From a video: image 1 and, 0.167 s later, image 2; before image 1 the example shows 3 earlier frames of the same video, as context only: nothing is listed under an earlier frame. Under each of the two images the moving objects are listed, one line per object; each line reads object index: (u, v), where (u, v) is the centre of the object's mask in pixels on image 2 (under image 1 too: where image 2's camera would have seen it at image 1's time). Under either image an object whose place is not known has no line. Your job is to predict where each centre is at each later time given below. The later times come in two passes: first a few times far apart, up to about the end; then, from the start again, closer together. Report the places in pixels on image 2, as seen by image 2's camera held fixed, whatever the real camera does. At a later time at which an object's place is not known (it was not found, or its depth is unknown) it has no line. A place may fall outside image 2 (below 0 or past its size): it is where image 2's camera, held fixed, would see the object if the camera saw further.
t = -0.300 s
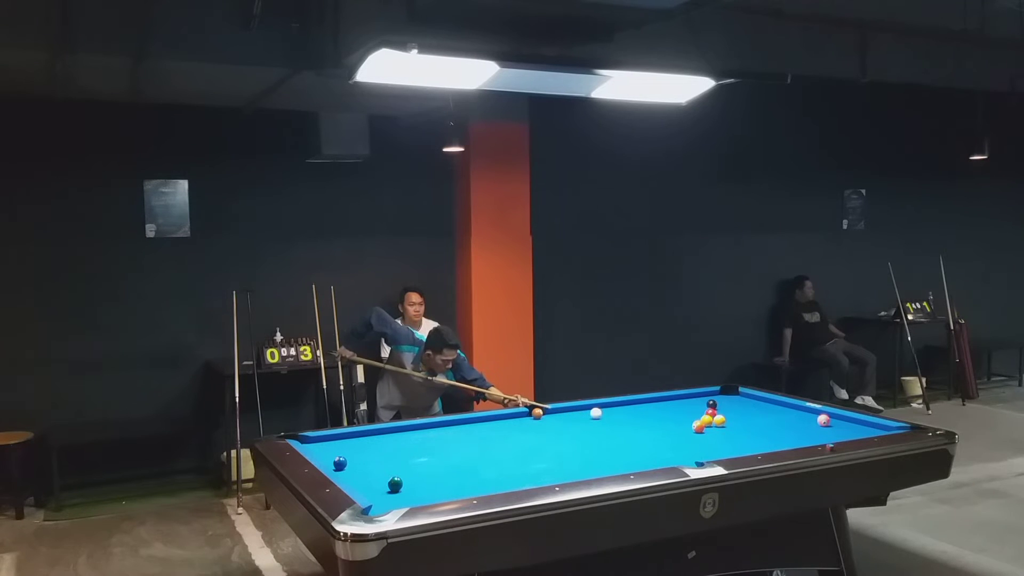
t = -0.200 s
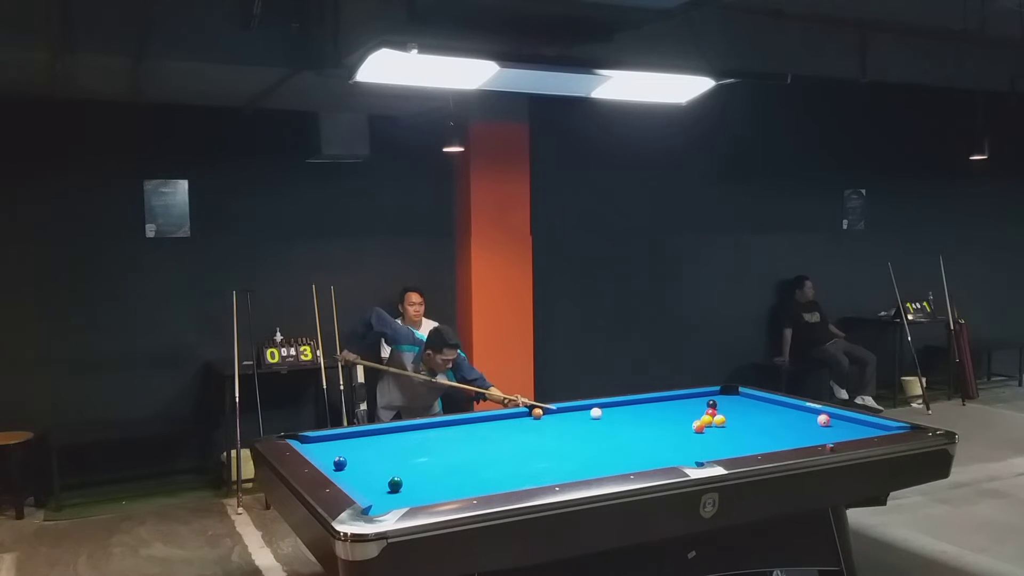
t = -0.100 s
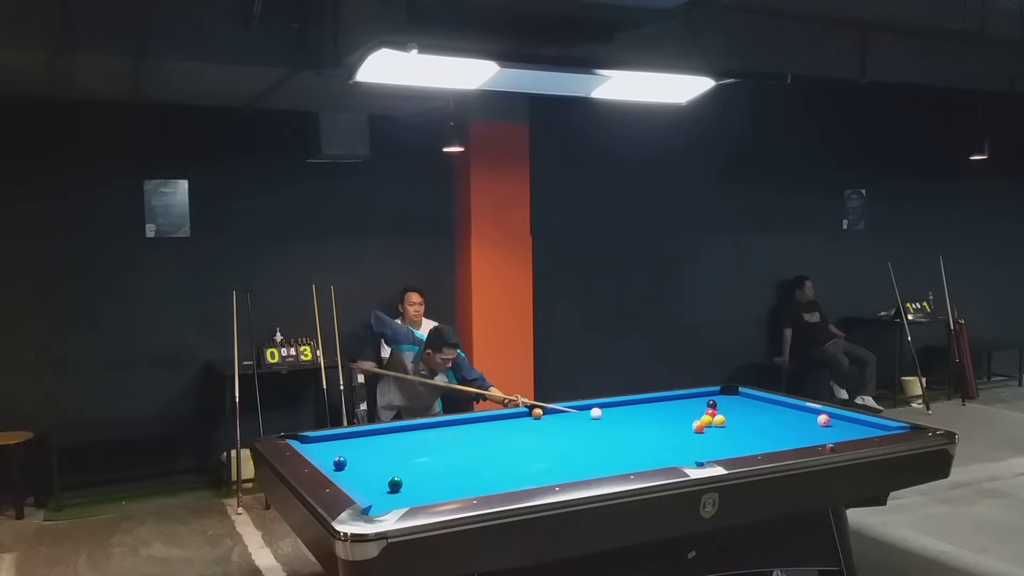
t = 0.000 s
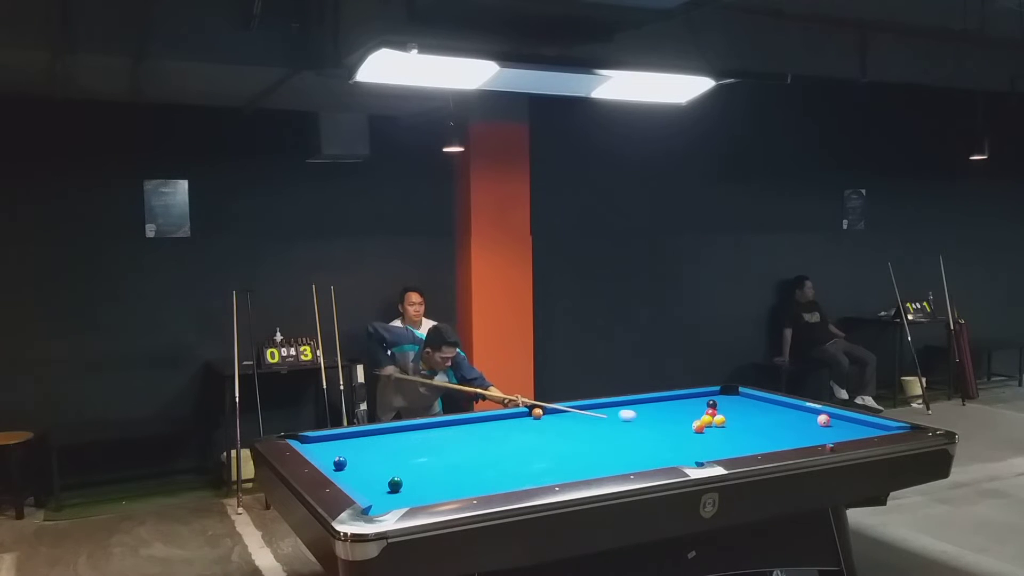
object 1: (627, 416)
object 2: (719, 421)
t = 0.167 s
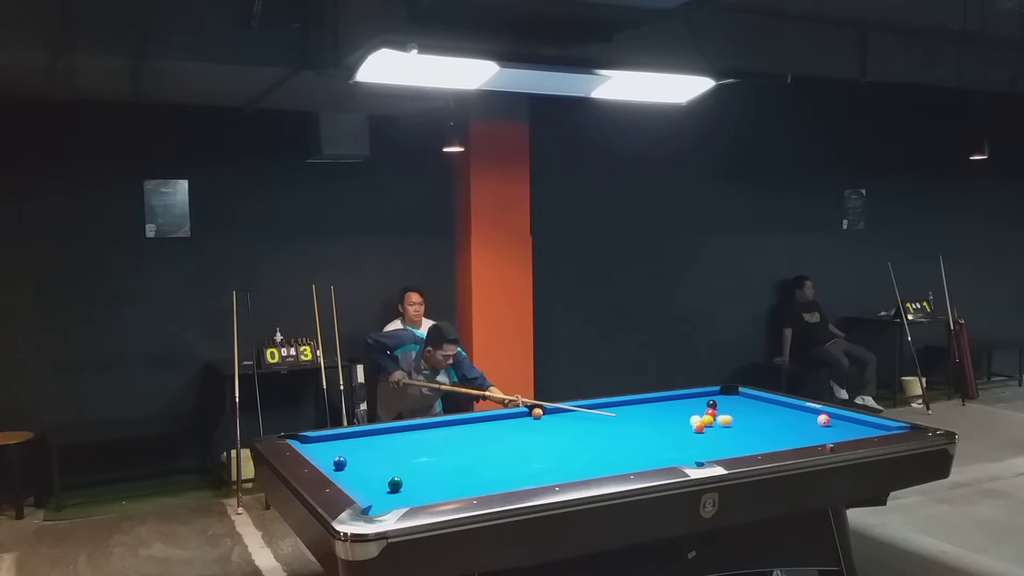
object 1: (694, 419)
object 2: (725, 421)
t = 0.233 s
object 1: (697, 420)
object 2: (748, 420)
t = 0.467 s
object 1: (708, 425)
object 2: (814, 421)
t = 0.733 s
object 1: (716, 427)
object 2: (857, 427)
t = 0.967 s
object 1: (722, 429)
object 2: (892, 429)
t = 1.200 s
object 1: (728, 430)
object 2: (892, 428)
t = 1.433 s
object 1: (733, 431)
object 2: (885, 430)
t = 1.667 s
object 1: (738, 433)
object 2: (878, 430)
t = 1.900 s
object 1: (741, 433)
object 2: (871, 431)
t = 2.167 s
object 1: (744, 434)
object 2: (864, 431)
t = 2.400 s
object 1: (747, 435)
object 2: (859, 432)
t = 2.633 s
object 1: (748, 435)
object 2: (855, 432)
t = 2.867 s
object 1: (748, 435)
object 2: (851, 432)
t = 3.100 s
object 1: (748, 435)
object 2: (849, 432)
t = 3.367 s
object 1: (748, 435)
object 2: (848, 432)
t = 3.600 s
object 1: (748, 435)
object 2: (847, 432)
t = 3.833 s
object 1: (748, 435)
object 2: (847, 432)
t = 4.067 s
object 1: (748, 435)
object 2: (848, 432)
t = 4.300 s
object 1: (748, 435)
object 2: (848, 432)
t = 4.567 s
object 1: (748, 435)
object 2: (848, 432)
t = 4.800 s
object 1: (748, 435)
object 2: (848, 432)
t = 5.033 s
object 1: (748, 435)
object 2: (848, 432)
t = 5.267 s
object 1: (748, 435)
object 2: (848, 432)
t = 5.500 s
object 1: (748, 435)
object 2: (848, 432)
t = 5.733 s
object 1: (748, 435)
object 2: (848, 432)
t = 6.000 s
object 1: (748, 435)
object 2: (847, 432)
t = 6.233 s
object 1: (748, 435)
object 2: (847, 432)
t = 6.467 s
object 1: (748, 435)
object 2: (847, 432)
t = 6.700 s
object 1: (748, 435)
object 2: (848, 432)
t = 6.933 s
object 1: (748, 435)
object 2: (848, 432)
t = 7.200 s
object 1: (748, 435)
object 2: (847, 432)
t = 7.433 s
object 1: (748, 435)
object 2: (847, 432)
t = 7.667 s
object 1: (748, 435)
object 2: (847, 432)
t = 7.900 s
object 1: (748, 435)
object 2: (847, 432)
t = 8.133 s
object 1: (748, 435)
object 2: (847, 432)
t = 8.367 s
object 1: (748, 435)
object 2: (847, 432)
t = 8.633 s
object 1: (748, 435)
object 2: (848, 432)
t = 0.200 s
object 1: (696, 419)
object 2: (737, 420)
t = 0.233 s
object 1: (697, 420)
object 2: (748, 420)
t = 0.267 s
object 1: (699, 420)
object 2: (759, 421)
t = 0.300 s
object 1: (701, 421)
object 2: (769, 421)
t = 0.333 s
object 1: (703, 422)
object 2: (778, 421)
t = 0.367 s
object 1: (704, 422)
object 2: (787, 421)
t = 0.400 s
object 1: (705, 423)
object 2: (796, 421)
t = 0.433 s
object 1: (706, 424)
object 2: (805, 421)
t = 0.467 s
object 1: (708, 425)
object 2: (814, 421)
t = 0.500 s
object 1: (708, 426)
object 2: (819, 422)
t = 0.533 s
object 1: (709, 426)
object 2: (824, 423)
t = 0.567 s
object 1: (710, 426)
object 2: (829, 424)
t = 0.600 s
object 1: (711, 427)
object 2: (835, 424)
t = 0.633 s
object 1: (712, 427)
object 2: (840, 425)
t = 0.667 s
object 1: (714, 427)
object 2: (846, 426)
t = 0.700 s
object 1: (715, 427)
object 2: (851, 426)
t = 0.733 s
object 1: (716, 427)
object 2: (857, 427)
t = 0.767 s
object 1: (716, 428)
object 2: (863, 428)
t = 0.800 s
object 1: (717, 428)
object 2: (868, 428)
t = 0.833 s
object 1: (718, 428)
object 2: (873, 428)
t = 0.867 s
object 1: (719, 428)
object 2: (879, 429)
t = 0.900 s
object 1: (720, 428)
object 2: (884, 429)
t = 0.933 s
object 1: (721, 429)
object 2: (890, 429)
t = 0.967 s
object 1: (722, 429)
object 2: (892, 429)
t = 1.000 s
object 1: (723, 429)
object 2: (893, 428)
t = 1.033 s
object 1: (724, 429)
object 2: (893, 428)
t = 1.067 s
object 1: (725, 429)
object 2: (894, 427)
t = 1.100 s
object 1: (726, 430)
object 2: (894, 427)
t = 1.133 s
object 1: (726, 430)
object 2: (893, 428)
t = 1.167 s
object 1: (727, 430)
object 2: (892, 428)
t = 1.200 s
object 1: (728, 430)
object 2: (892, 428)
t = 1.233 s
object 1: (729, 430)
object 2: (891, 428)
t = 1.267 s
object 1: (730, 430)
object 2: (890, 428)
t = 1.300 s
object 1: (730, 431)
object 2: (890, 429)
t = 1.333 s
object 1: (731, 431)
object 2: (889, 429)
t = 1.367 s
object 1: (732, 431)
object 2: (888, 429)
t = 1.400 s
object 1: (732, 431)
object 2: (887, 429)
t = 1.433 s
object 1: (733, 431)
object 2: (885, 430)
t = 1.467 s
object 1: (734, 432)
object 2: (884, 430)
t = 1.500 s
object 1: (735, 432)
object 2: (883, 430)
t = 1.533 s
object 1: (735, 432)
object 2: (882, 430)
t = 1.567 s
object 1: (736, 432)
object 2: (881, 430)
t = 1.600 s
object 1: (736, 432)
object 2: (880, 430)
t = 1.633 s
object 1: (737, 433)
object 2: (879, 430)
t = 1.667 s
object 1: (738, 433)
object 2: (878, 430)
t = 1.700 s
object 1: (738, 433)
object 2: (877, 430)
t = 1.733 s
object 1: (739, 433)
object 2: (876, 430)
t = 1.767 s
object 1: (739, 433)
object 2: (875, 430)
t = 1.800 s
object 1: (740, 433)
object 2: (874, 431)
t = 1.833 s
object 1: (740, 433)
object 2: (873, 431)
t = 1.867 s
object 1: (741, 433)
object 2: (872, 431)
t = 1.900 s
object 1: (741, 433)
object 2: (871, 431)
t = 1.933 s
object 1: (742, 434)
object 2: (870, 431)
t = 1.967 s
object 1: (742, 434)
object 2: (869, 431)
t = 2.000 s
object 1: (743, 434)
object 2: (869, 431)
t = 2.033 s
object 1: (743, 434)
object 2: (868, 431)
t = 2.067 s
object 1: (743, 434)
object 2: (867, 431)
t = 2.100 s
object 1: (744, 434)
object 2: (866, 431)
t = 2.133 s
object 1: (744, 434)
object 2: (865, 431)
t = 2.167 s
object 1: (744, 434)
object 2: (864, 431)
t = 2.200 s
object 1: (745, 435)
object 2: (864, 431)
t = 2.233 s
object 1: (745, 435)
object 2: (863, 431)
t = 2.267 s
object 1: (746, 435)
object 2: (862, 431)
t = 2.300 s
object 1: (746, 435)
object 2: (861, 431)
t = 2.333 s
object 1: (747, 435)
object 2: (860, 432)
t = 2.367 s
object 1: (747, 435)
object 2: (860, 432)
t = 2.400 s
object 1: (747, 435)
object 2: (859, 432)
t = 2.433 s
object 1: (747, 435)
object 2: (858, 432)
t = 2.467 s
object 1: (748, 435)
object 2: (858, 432)
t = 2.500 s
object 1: (748, 435)
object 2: (857, 432)
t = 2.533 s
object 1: (748, 435)
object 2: (857, 432)
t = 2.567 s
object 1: (748, 435)
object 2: (856, 432)
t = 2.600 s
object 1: (748, 435)
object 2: (855, 432)
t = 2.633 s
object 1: (748, 435)
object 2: (855, 432)
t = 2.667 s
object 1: (748, 435)
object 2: (854, 432)
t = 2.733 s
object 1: (748, 435)
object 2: (853, 432)
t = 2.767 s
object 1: (748, 435)
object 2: (853, 432)
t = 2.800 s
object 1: (748, 435)
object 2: (852, 432)
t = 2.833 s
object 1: (748, 435)
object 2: (852, 432)
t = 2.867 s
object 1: (748, 435)
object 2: (851, 432)
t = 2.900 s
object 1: (748, 435)
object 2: (851, 432)
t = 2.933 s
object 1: (748, 435)
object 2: (851, 432)
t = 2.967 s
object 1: (748, 435)
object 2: (850, 432)
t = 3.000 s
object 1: (748, 435)
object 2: (850, 432)
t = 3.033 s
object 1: (748, 435)
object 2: (850, 432)
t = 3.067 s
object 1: (748, 435)
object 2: (849, 432)
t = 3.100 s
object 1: (748, 435)
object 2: (849, 432)
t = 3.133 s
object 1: (748, 435)
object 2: (849, 432)
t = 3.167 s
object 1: (748, 435)
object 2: (849, 432)
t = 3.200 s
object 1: (748, 435)
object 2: (848, 432)
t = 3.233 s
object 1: (748, 435)
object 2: (848, 432)
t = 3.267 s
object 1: (748, 435)
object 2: (848, 432)
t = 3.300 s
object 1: (748, 435)
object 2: (848, 432)
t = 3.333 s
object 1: (748, 435)
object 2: (848, 432)
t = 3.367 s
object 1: (748, 435)
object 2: (848, 432)
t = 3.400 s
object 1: (748, 435)
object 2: (848, 432)
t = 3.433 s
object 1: (748, 435)
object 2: (847, 432)
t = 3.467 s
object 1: (748, 435)
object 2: (847, 432)
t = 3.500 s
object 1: (748, 435)
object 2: (847, 432)
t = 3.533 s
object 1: (748, 435)
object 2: (847, 432)
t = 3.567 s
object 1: (747, 435)
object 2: (847, 432)
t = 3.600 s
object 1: (748, 435)
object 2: (847, 432)
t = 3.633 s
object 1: (748, 435)
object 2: (847, 432)
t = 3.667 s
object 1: (748, 435)
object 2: (847, 432)
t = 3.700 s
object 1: (748, 435)
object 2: (847, 432)
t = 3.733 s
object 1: (748, 435)
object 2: (847, 432)
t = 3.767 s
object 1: (748, 435)
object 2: (847, 432)
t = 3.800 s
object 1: (748, 435)
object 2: (847, 432)
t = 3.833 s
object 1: (748, 435)
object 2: (847, 432)
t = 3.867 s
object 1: (748, 435)
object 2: (847, 432)
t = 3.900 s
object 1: (747, 435)
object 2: (847, 432)
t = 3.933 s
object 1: (747, 435)
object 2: (847, 432)
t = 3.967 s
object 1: (747, 435)
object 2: (847, 432)
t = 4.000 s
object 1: (748, 435)
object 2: (847, 432)
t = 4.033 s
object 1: (748, 435)
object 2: (848, 432)
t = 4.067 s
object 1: (748, 435)
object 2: (848, 432)
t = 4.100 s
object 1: (748, 435)
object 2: (848, 432)
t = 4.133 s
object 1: (748, 435)
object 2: (848, 432)
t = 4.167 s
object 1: (748, 435)
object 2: (848, 432)
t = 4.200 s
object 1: (748, 435)
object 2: (848, 432)
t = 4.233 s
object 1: (748, 435)
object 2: (848, 432)
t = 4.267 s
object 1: (748, 435)
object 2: (848, 432)
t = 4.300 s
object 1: (748, 435)
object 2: (848, 432)
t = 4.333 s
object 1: (748, 435)
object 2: (848, 432)
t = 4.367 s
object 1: (748, 435)
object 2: (848, 432)
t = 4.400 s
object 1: (748, 435)
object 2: (848, 432)
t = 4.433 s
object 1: (748, 435)
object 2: (848, 432)
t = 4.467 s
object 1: (748, 435)
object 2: (848, 432)
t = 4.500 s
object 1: (748, 435)
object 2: (848, 432)
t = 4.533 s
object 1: (748, 435)
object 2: (848, 432)
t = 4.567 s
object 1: (748, 435)
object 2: (848, 432)
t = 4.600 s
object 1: (748, 435)
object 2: (848, 432)
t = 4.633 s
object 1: (748, 435)
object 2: (848, 432)
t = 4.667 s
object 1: (748, 435)
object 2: (848, 432)
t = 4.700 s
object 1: (748, 435)
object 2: (848, 432)
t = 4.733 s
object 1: (748, 435)
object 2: (848, 432)
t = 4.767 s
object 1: (748, 435)
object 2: (848, 432)
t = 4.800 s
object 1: (748, 435)
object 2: (848, 432)
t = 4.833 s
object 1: (748, 435)
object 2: (848, 432)
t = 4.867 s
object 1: (748, 435)
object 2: (848, 432)
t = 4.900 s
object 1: (748, 435)
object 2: (848, 432)
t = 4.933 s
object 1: (748, 435)
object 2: (848, 432)
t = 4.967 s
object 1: (748, 435)
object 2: (848, 432)
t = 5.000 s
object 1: (748, 435)
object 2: (848, 432)
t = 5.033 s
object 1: (748, 435)
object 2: (848, 432)
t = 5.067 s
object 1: (748, 435)
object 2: (848, 432)
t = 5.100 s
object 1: (748, 435)
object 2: (848, 432)
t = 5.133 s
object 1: (748, 435)
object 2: (848, 432)
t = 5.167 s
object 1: (748, 435)
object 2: (848, 432)
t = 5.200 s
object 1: (748, 435)
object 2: (848, 432)
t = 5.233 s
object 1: (748, 435)
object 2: (848, 432)
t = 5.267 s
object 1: (748, 435)
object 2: (848, 432)
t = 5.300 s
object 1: (748, 435)
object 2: (848, 432)
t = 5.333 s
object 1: (748, 435)
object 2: (848, 432)
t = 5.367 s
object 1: (748, 435)
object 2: (847, 432)
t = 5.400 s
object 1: (748, 435)
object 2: (847, 432)
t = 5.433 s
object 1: (748, 435)
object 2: (847, 432)
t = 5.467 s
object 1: (748, 435)
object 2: (847, 432)
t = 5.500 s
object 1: (748, 435)
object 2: (848, 432)
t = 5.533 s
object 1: (748, 435)
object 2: (847, 432)
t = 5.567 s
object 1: (748, 435)
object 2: (848, 432)
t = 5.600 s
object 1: (748, 435)
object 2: (847, 432)
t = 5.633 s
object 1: (748, 435)
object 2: (847, 432)
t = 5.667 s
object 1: (748, 435)
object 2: (847, 432)
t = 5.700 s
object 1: (748, 435)
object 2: (847, 432)
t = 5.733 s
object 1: (748, 435)
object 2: (848, 432)
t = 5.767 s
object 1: (748, 435)
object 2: (848, 432)
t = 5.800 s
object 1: (748, 435)
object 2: (848, 432)
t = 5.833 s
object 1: (748, 435)
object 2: (847, 432)
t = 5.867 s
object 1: (748, 435)
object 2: (847, 432)
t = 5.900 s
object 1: (748, 435)
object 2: (848, 432)
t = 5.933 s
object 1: (748, 435)
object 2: (848, 432)
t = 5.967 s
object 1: (748, 435)
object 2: (847, 432)
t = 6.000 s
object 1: (748, 435)
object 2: (847, 432)
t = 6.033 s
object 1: (748, 435)
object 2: (847, 432)
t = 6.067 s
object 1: (748, 435)
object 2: (847, 432)
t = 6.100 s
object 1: (748, 435)
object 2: (847, 432)
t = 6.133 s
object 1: (748, 435)
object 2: (847, 432)
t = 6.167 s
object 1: (748, 435)
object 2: (847, 432)
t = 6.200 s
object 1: (748, 435)
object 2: (847, 432)
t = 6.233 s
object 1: (748, 435)
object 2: (847, 432)
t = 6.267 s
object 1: (748, 435)
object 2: (847, 432)
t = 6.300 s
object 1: (748, 435)
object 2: (847, 432)
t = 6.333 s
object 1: (748, 435)
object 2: (847, 432)
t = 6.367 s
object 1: (748, 435)
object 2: (847, 432)
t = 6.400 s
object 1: (748, 435)
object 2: (847, 432)
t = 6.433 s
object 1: (748, 435)
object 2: (847, 432)
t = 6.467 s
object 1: (748, 435)
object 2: (847, 432)
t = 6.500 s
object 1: (748, 435)
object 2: (847, 432)
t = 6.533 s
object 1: (748, 435)
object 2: (847, 432)
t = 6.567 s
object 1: (748, 435)
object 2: (847, 432)
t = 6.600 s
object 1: (748, 435)
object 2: (847, 432)
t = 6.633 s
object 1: (748, 435)
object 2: (847, 432)
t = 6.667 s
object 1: (748, 435)
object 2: (847, 432)
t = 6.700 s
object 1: (748, 435)
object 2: (848, 432)
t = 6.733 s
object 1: (748, 435)
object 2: (848, 432)
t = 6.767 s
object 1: (748, 435)
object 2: (848, 432)
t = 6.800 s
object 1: (748, 435)
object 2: (848, 432)
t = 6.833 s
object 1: (748, 435)
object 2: (848, 432)
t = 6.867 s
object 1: (748, 435)
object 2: (848, 432)
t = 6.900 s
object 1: (748, 435)
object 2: (848, 432)
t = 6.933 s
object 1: (748, 435)
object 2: (848, 432)
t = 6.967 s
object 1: (748, 435)
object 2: (848, 432)
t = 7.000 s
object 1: (748, 435)
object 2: (847, 432)
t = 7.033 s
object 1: (748, 435)
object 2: (848, 432)
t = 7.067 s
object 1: (748, 435)
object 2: (847, 432)
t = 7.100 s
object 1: (748, 435)
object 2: (847, 432)
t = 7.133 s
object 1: (748, 435)
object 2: (847, 432)
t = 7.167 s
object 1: (748, 435)
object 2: (847, 432)
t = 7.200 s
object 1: (748, 435)
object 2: (847, 432)
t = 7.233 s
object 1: (748, 435)
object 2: (847, 432)
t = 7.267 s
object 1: (748, 435)
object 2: (847, 432)
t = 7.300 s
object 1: (748, 435)
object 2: (847, 432)
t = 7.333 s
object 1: (748, 435)
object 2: (848, 432)
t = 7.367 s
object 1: (748, 435)
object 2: (847, 432)
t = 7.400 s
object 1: (748, 435)
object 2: (847, 432)
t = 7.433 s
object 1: (748, 435)
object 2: (847, 432)
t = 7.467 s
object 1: (748, 435)
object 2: (847, 432)
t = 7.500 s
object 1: (748, 435)
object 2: (847, 432)
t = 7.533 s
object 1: (748, 435)
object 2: (847, 432)
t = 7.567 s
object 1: (748, 435)
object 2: (847, 432)
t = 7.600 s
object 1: (748, 435)
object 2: (848, 432)
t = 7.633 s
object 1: (748, 435)
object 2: (847, 432)
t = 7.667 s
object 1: (748, 435)
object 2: (847, 432)
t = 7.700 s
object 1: (748, 435)
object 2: (847, 432)
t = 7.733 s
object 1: (748, 435)
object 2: (847, 432)
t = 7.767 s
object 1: (748, 435)
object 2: (847, 432)
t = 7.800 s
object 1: (748, 435)
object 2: (847, 432)
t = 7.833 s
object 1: (748, 435)
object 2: (847, 432)
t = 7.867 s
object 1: (748, 435)
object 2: (847, 432)
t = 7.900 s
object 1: (748, 435)
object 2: (847, 432)
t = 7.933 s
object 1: (748, 435)
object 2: (847, 432)
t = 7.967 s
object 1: (748, 435)
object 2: (847, 432)
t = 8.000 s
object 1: (748, 435)
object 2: (847, 432)
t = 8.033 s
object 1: (748, 435)
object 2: (847, 432)
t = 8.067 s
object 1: (748, 435)
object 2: (848, 432)
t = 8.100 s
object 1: (748, 435)
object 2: (847, 432)
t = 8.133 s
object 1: (748, 435)
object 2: (847, 432)
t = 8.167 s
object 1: (748, 435)
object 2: (847, 432)
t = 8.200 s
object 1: (748, 435)
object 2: (847, 432)
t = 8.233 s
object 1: (748, 435)
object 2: (847, 432)
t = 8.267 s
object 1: (748, 435)
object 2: (847, 432)
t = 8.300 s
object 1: (748, 435)
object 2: (847, 432)
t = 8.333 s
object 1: (748, 435)
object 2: (847, 432)
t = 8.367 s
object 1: (748, 435)
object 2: (847, 432)
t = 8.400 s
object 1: (748, 435)
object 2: (847, 432)
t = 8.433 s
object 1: (748, 435)
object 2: (847, 432)
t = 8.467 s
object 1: (748, 435)
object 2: (847, 432)
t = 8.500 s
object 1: (748, 435)
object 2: (847, 432)
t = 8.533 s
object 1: (748, 435)
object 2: (847, 432)
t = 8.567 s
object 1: (748, 435)
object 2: (847, 432)
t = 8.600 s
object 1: (748, 435)
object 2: (847, 432)
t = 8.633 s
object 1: (748, 435)
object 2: (848, 432)
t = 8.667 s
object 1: (748, 435)
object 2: (848, 432)
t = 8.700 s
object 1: (748, 435)
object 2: (848, 432)
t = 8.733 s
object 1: (748, 435)
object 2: (848, 432)
